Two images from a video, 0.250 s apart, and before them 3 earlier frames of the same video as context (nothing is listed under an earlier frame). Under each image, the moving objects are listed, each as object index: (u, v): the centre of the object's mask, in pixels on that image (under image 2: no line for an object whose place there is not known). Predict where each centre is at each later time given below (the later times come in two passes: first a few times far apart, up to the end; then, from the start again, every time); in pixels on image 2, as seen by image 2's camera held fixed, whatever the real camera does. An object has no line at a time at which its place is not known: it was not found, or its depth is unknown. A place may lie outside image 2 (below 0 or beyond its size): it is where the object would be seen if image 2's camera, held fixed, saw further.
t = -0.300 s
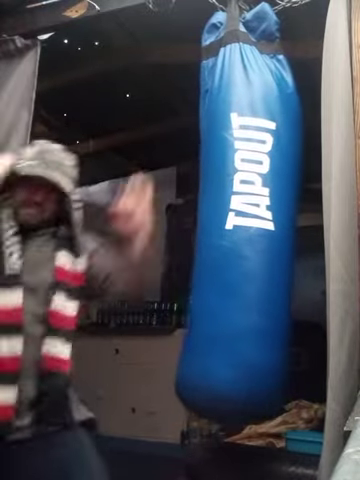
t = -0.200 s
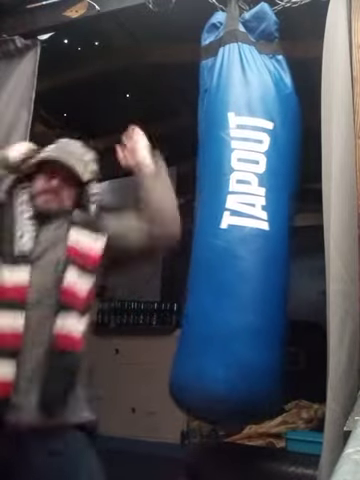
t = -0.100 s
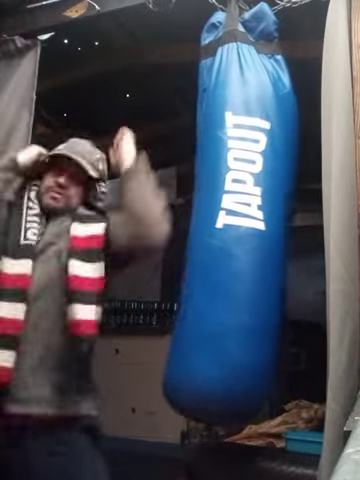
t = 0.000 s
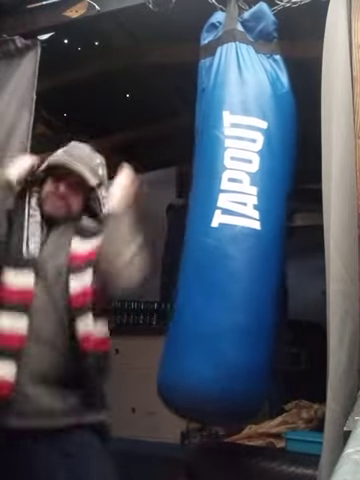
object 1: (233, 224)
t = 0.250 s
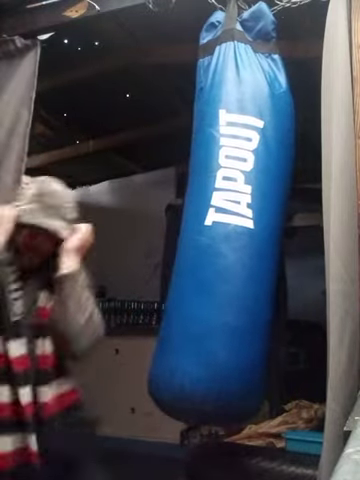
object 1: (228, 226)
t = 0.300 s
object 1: (228, 226)
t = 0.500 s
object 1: (229, 226)
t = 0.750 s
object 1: (237, 225)
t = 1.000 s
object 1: (244, 223)
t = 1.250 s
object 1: (247, 223)
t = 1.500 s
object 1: (245, 223)
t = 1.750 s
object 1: (239, 225)
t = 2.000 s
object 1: (231, 225)
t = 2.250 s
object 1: (229, 227)
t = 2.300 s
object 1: (229, 227)
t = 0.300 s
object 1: (228, 226)
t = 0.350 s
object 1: (228, 226)
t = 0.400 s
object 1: (228, 226)
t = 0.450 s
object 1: (228, 226)
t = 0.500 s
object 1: (229, 226)
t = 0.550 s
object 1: (230, 225)
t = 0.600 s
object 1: (231, 225)
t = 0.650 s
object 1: (233, 225)
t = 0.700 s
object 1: (235, 224)
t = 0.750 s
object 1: (237, 225)
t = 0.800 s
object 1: (238, 225)
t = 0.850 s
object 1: (239, 224)
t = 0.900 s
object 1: (241, 224)
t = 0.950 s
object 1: (243, 223)
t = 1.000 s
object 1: (244, 223)
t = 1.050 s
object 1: (245, 223)
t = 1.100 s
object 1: (246, 223)
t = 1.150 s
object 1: (247, 223)
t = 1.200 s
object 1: (247, 223)
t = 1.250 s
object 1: (247, 223)
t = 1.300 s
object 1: (247, 223)
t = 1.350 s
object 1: (247, 223)
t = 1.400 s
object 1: (247, 223)
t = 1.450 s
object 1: (246, 223)
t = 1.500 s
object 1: (245, 223)
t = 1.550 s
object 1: (244, 223)
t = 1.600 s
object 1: (243, 223)
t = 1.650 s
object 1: (241, 223)
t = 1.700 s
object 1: (240, 223)
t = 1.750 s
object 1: (239, 225)
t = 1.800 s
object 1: (237, 226)
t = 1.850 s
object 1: (236, 226)
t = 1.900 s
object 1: (235, 227)
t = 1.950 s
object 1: (233, 228)
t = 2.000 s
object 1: (231, 225)
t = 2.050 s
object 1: (230, 226)
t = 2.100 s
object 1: (230, 226)
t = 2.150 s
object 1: (229, 227)
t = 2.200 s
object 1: (229, 227)
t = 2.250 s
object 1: (229, 227)
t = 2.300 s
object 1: (229, 227)
